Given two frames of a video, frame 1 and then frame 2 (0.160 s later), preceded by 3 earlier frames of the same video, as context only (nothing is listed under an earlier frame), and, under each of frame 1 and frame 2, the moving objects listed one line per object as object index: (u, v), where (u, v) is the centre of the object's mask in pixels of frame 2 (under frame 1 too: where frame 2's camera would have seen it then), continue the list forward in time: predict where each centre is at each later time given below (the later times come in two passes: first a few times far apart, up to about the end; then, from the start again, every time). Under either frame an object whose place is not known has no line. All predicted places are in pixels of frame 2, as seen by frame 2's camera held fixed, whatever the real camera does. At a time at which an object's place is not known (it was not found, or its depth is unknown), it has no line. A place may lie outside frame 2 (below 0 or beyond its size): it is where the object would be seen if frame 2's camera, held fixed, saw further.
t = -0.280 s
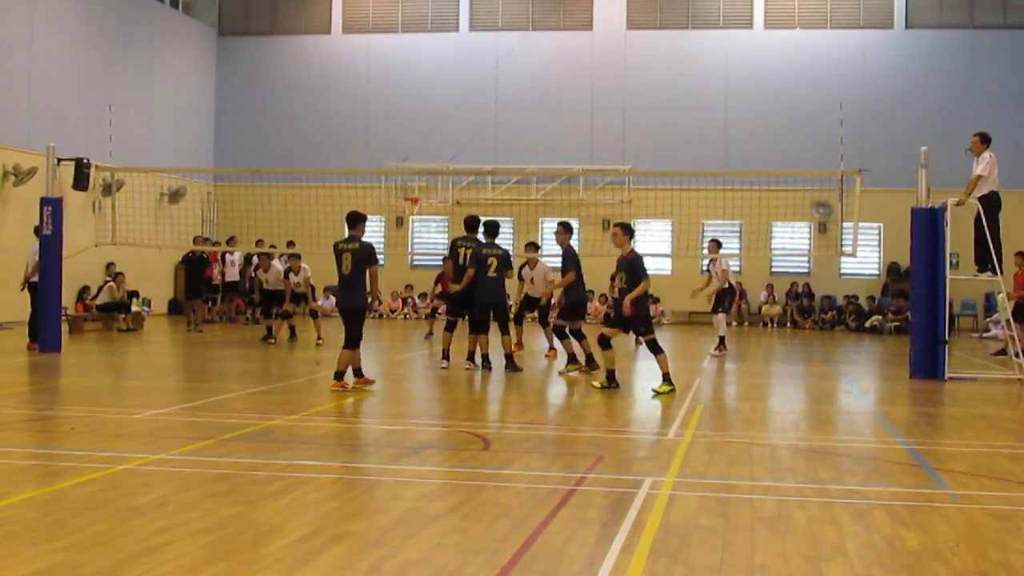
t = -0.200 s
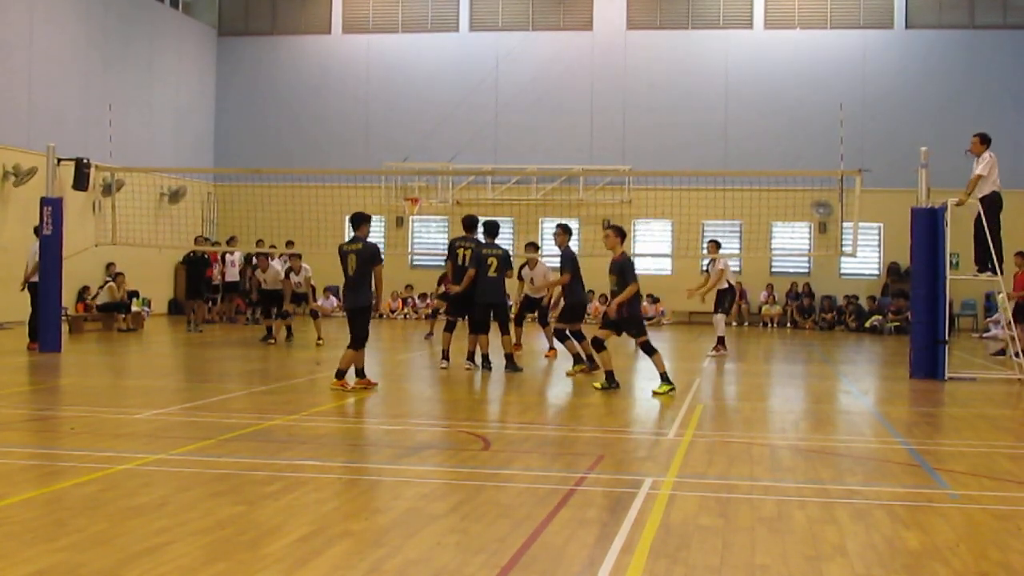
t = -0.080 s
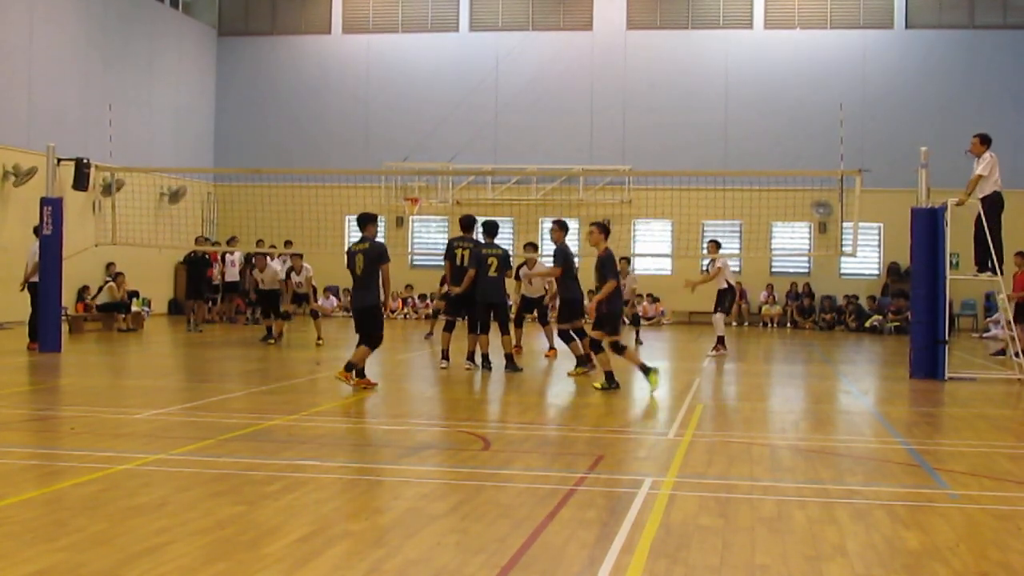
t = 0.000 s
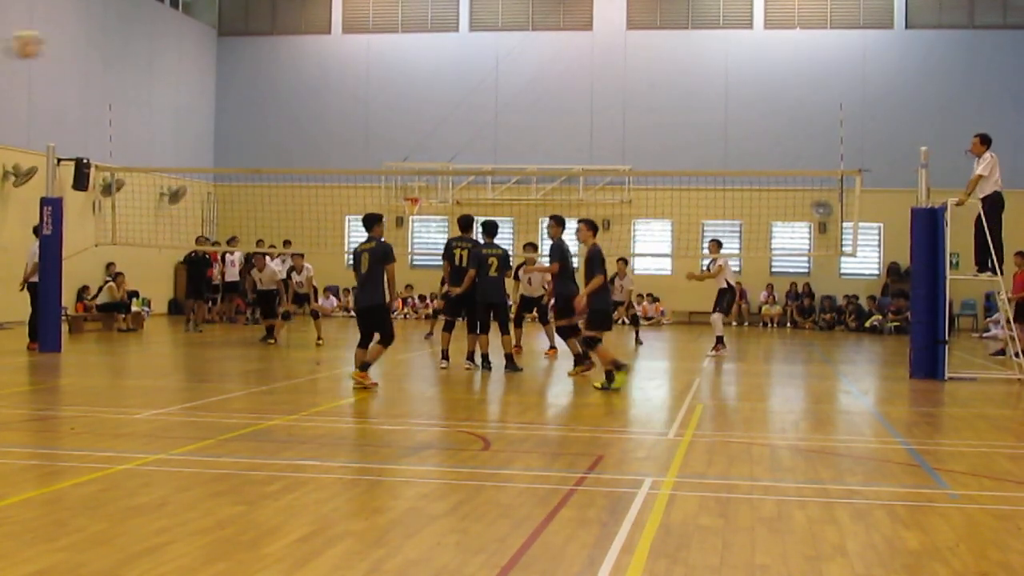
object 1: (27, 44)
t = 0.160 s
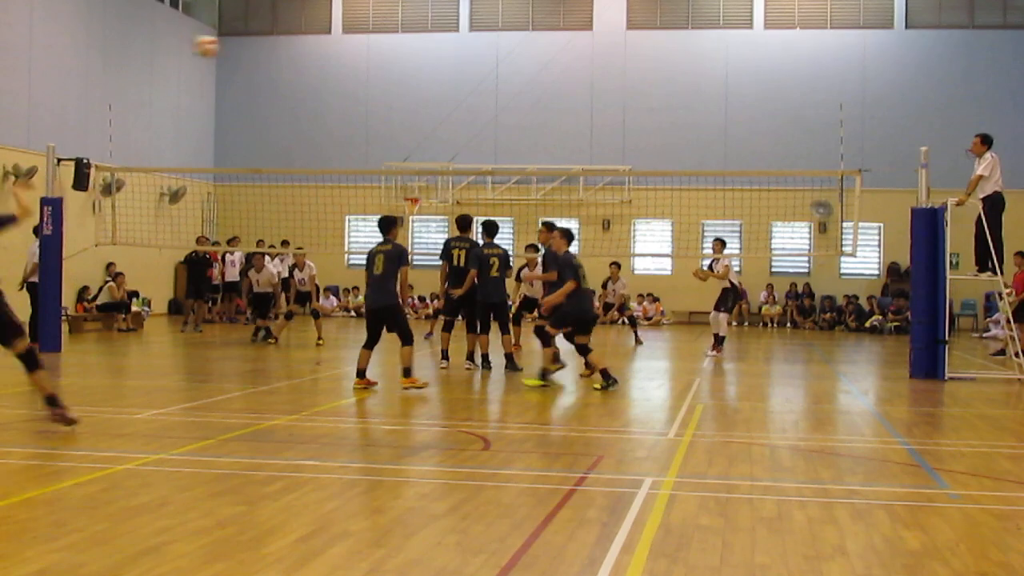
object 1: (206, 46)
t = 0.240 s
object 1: (269, 53)
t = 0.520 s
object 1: (421, 104)
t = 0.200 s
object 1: (239, 49)
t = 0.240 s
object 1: (269, 53)
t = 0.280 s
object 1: (297, 59)
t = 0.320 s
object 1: (322, 66)
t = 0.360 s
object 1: (346, 73)
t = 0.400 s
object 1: (367, 80)
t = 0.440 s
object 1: (387, 87)
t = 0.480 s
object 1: (404, 96)
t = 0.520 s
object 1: (421, 104)
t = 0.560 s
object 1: (436, 112)
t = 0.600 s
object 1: (450, 123)
